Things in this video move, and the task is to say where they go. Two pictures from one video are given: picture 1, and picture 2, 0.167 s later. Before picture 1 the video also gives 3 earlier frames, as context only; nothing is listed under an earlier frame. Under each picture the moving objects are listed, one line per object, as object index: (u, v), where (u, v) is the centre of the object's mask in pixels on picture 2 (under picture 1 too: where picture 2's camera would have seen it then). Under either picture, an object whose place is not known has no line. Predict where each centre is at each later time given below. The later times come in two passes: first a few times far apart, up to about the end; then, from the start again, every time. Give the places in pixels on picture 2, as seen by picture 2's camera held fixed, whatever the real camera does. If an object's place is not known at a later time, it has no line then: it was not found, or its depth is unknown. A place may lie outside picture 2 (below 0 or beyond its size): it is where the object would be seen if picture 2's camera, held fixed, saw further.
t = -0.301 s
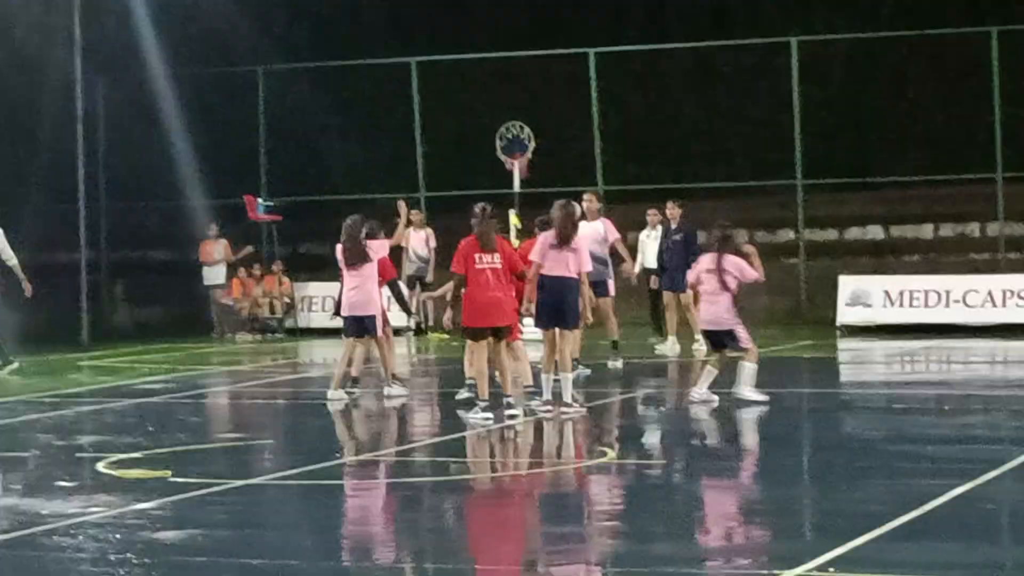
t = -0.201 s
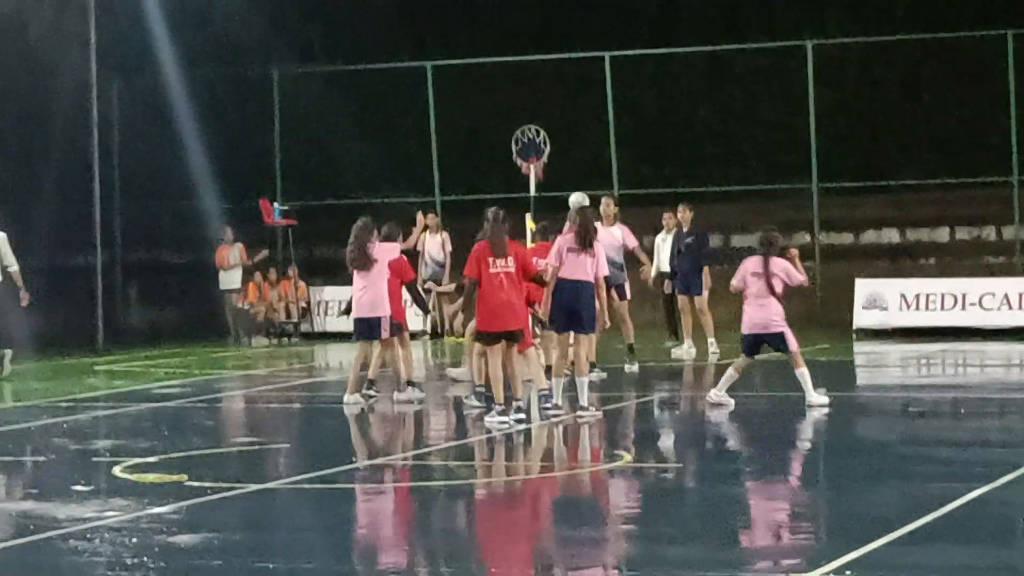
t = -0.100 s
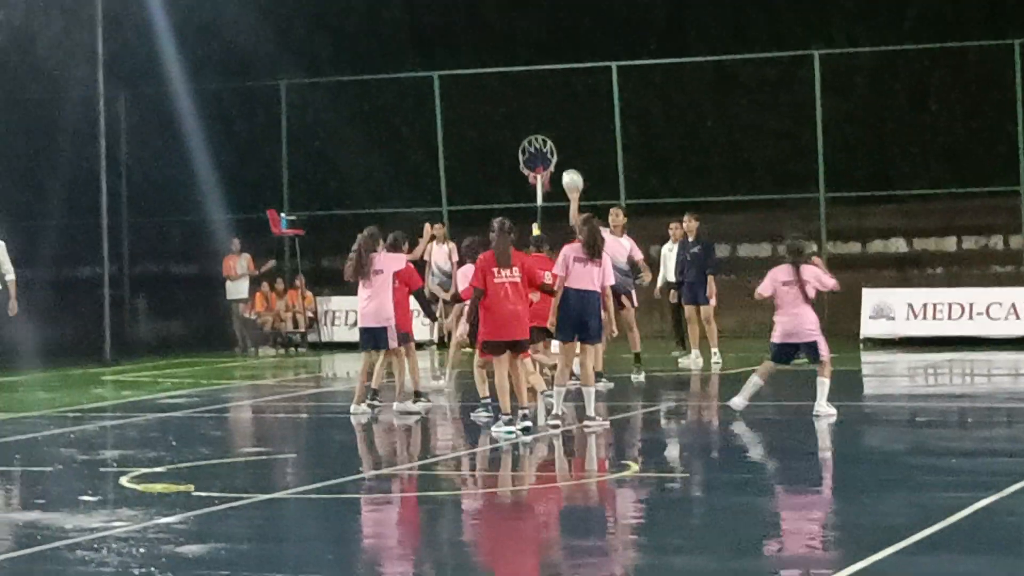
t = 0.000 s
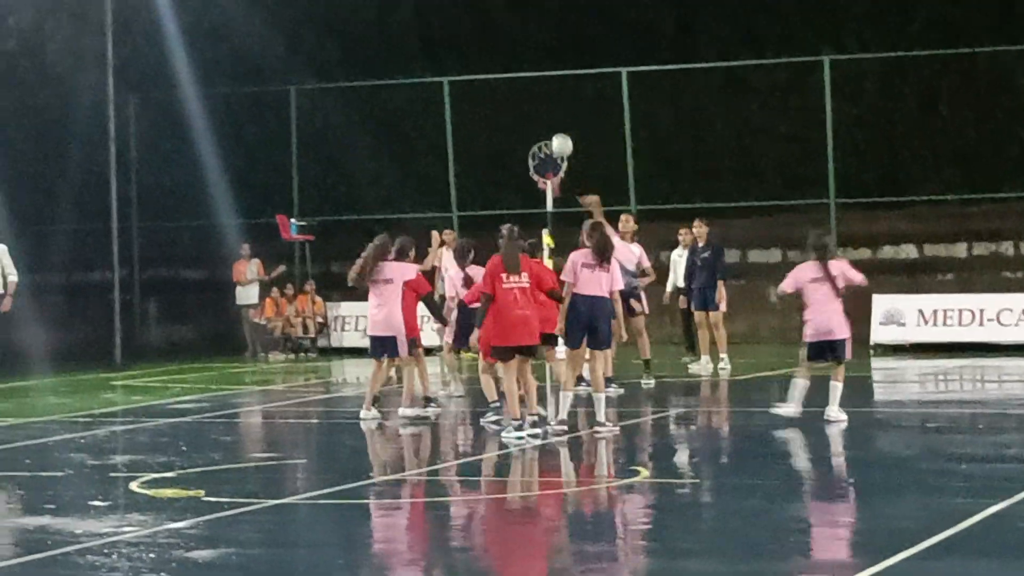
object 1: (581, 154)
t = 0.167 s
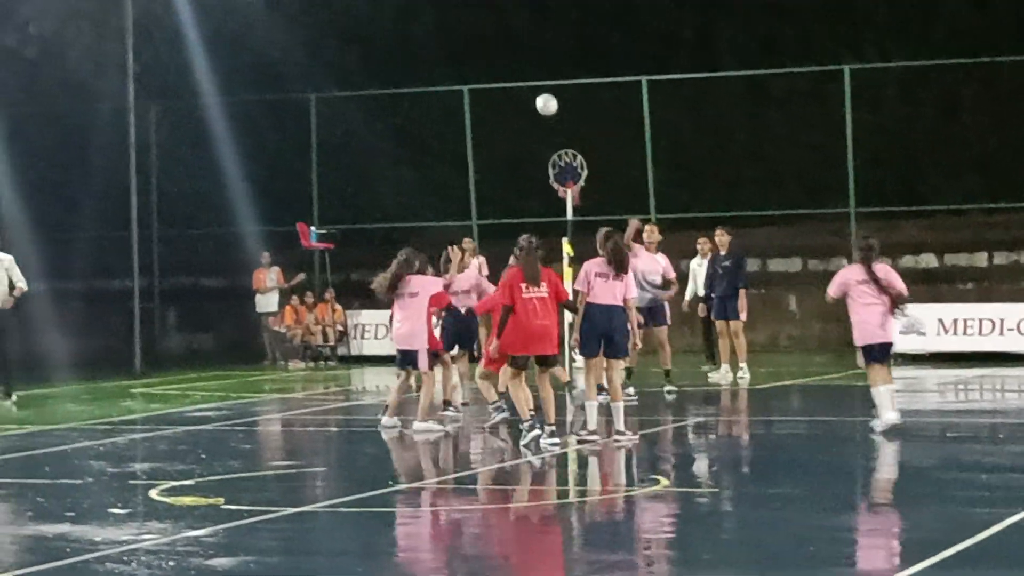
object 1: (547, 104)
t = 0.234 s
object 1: (532, 92)
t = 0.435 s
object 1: (489, 82)
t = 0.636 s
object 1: (447, 118)
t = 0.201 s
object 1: (540, 97)
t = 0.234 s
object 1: (532, 92)
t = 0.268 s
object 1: (525, 88)
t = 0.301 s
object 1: (518, 84)
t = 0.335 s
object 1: (511, 82)
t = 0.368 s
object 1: (504, 81)
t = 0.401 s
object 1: (496, 81)
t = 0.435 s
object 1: (489, 82)
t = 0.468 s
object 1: (482, 85)
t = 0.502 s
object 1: (475, 89)
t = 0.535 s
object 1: (468, 94)
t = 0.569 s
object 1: (461, 101)
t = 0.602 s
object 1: (454, 108)
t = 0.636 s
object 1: (447, 118)
